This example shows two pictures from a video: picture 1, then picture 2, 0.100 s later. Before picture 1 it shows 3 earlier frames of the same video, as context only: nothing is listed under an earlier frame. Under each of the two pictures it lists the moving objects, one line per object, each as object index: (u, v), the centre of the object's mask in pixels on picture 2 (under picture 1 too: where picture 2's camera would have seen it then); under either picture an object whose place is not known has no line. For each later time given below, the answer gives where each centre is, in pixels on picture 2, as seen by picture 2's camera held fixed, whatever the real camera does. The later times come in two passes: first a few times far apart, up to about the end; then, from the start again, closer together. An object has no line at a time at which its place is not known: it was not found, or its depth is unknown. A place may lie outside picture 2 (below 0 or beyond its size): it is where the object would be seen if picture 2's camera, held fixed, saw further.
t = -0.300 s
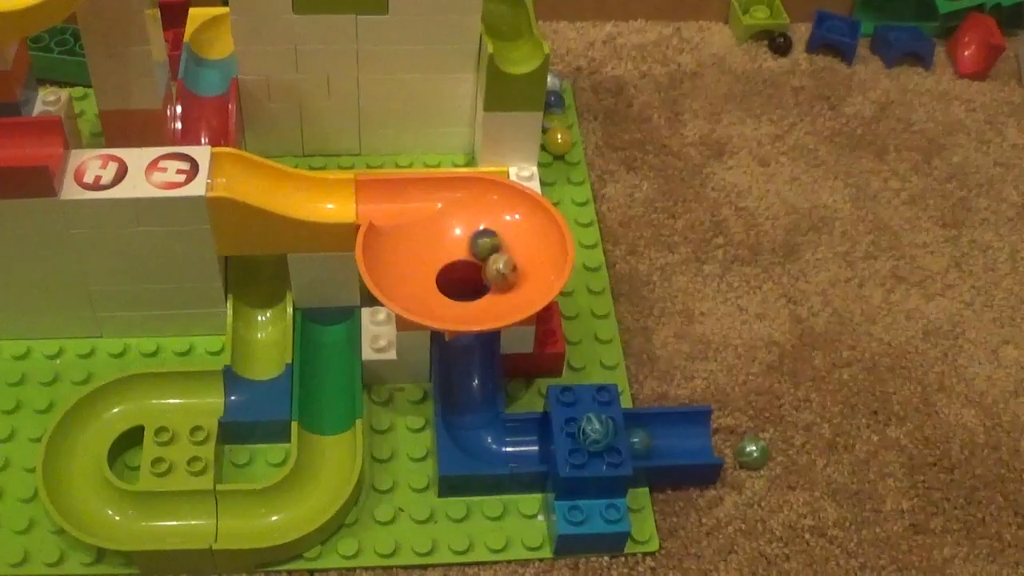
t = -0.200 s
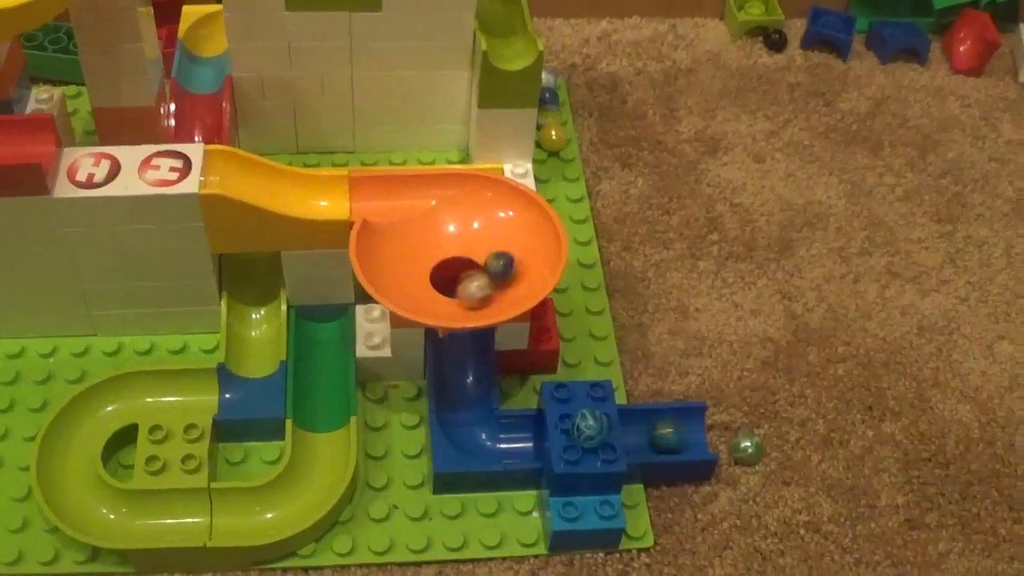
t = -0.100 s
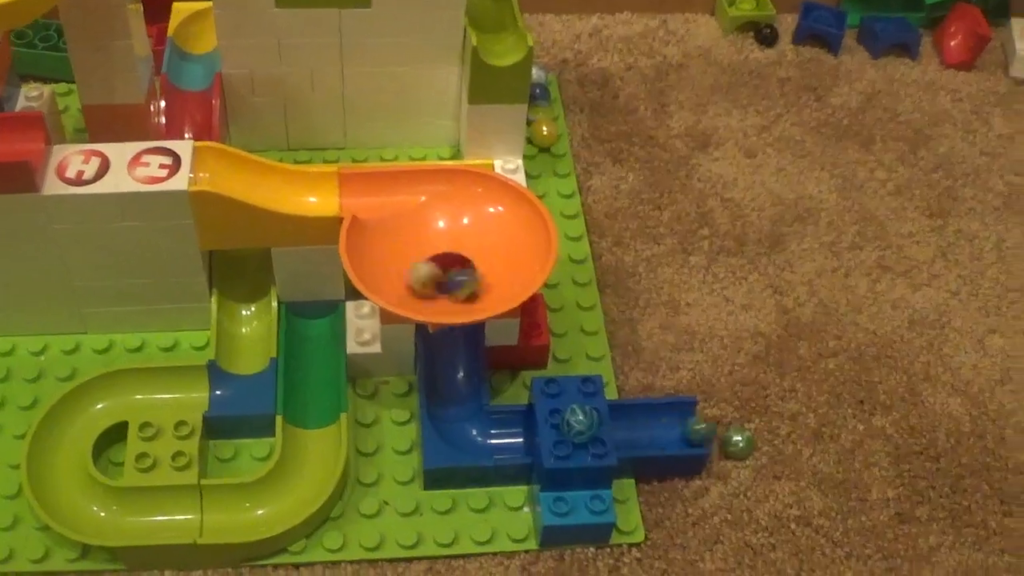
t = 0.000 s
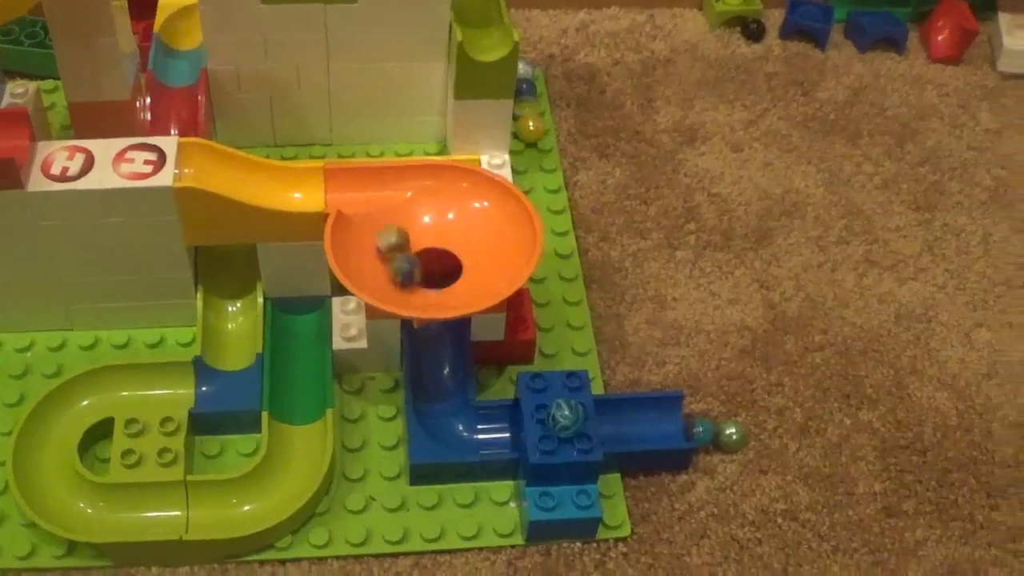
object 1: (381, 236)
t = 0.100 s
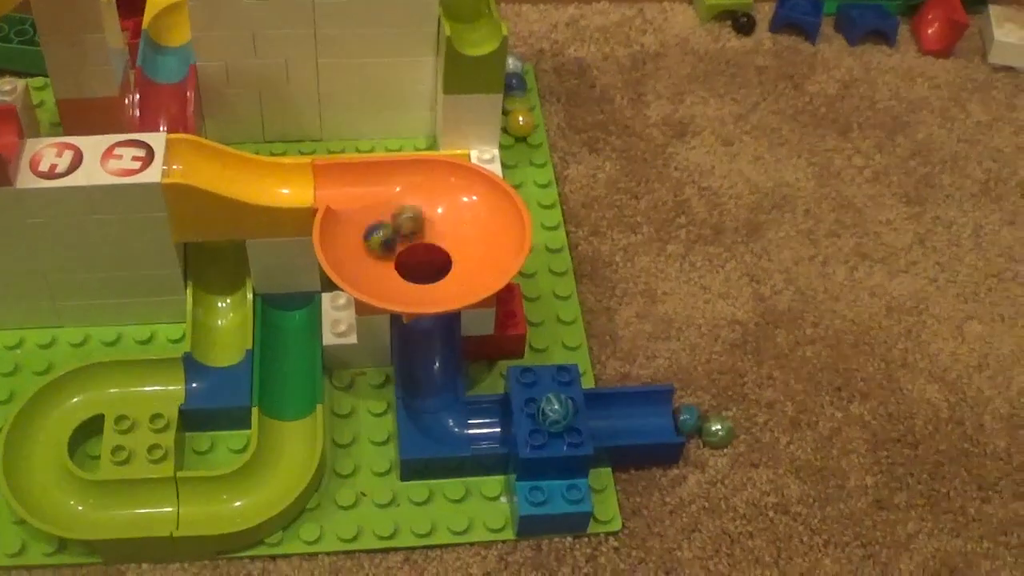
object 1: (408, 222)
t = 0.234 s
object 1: (456, 247)
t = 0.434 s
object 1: (410, 279)
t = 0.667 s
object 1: (415, 220)
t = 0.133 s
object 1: (423, 223)
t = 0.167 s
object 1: (436, 228)
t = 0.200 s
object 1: (449, 237)
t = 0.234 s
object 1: (456, 247)
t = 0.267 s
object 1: (459, 256)
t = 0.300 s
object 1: (458, 266)
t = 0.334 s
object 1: (452, 273)
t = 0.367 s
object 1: (441, 278)
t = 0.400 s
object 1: (426, 280)
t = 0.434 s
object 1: (410, 279)
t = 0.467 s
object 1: (397, 273)
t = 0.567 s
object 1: (382, 239)
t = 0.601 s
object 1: (388, 227)
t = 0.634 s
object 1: (400, 221)
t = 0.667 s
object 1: (415, 220)
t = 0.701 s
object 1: (430, 219)
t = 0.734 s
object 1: (442, 225)
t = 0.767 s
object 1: (453, 235)
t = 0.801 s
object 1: (459, 247)
